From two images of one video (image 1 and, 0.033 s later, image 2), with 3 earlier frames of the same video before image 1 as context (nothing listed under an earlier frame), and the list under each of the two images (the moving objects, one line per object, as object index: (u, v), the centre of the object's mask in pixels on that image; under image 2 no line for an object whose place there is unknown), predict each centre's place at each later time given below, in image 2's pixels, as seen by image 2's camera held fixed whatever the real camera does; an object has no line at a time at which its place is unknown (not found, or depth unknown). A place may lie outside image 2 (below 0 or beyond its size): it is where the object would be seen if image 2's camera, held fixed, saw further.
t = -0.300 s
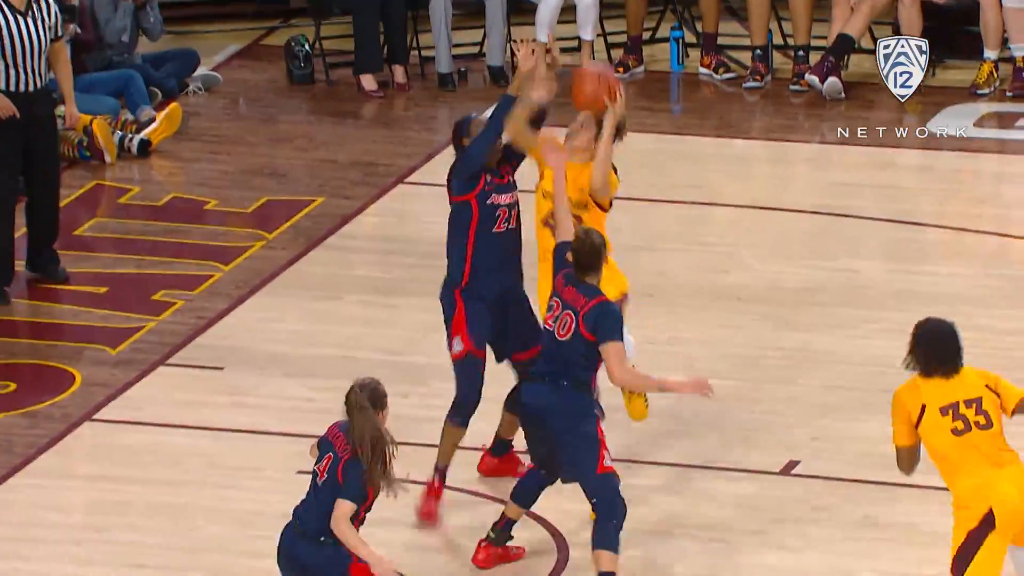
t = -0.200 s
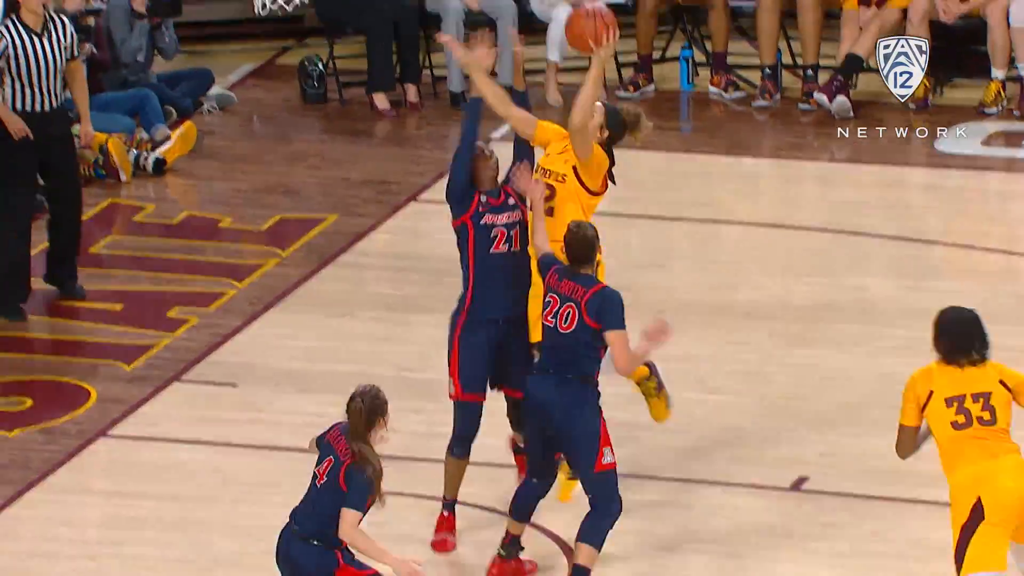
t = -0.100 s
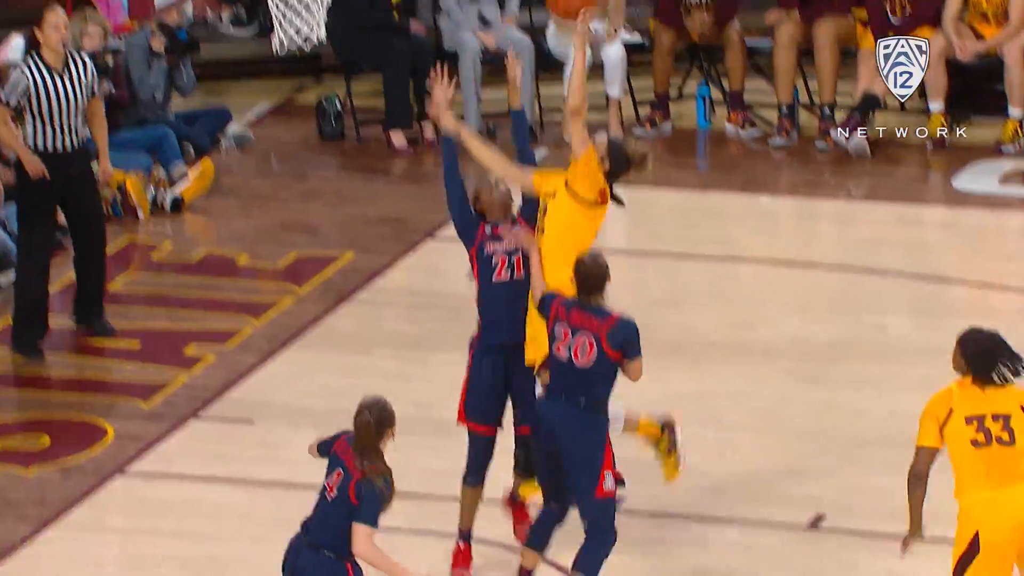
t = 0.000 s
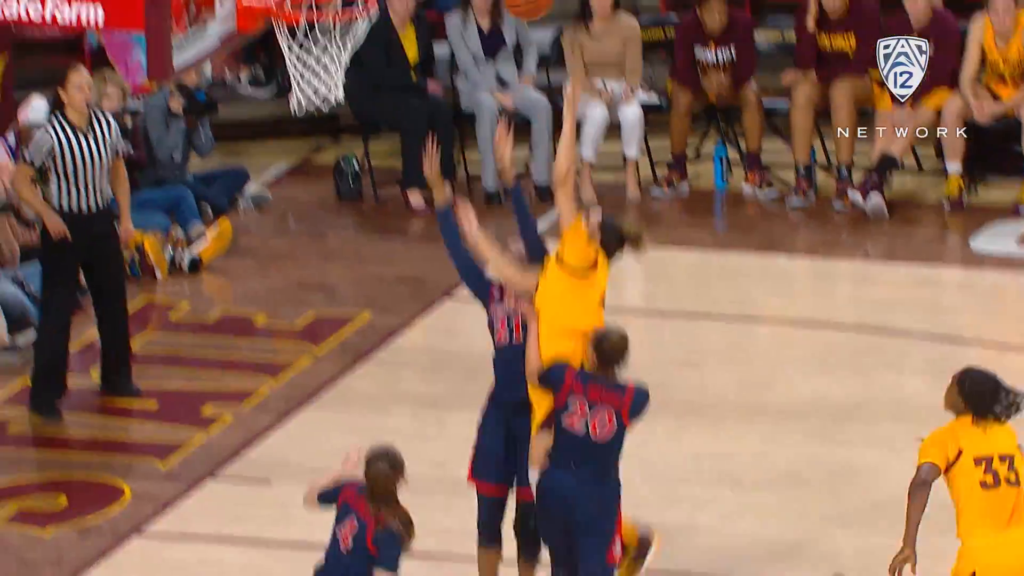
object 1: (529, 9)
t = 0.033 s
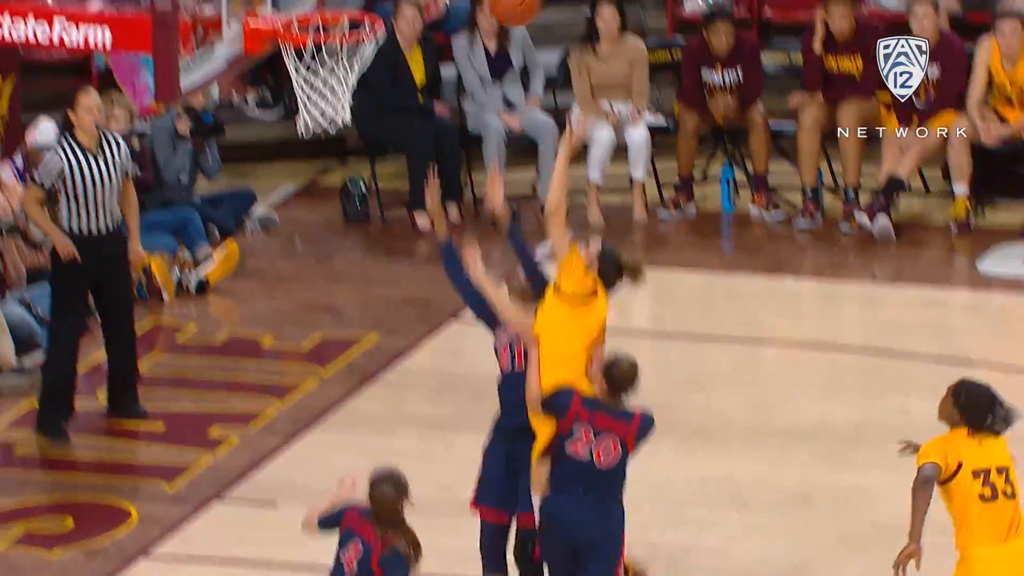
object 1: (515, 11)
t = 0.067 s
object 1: (494, -7)
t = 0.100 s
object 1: (472, -22)
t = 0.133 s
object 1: (453, -33)
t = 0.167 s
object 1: (433, -39)
